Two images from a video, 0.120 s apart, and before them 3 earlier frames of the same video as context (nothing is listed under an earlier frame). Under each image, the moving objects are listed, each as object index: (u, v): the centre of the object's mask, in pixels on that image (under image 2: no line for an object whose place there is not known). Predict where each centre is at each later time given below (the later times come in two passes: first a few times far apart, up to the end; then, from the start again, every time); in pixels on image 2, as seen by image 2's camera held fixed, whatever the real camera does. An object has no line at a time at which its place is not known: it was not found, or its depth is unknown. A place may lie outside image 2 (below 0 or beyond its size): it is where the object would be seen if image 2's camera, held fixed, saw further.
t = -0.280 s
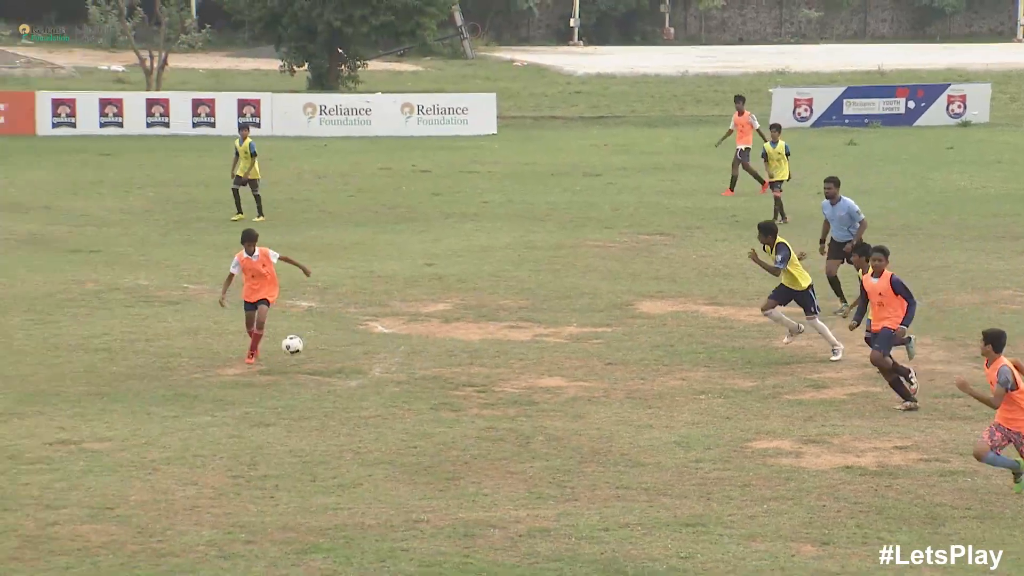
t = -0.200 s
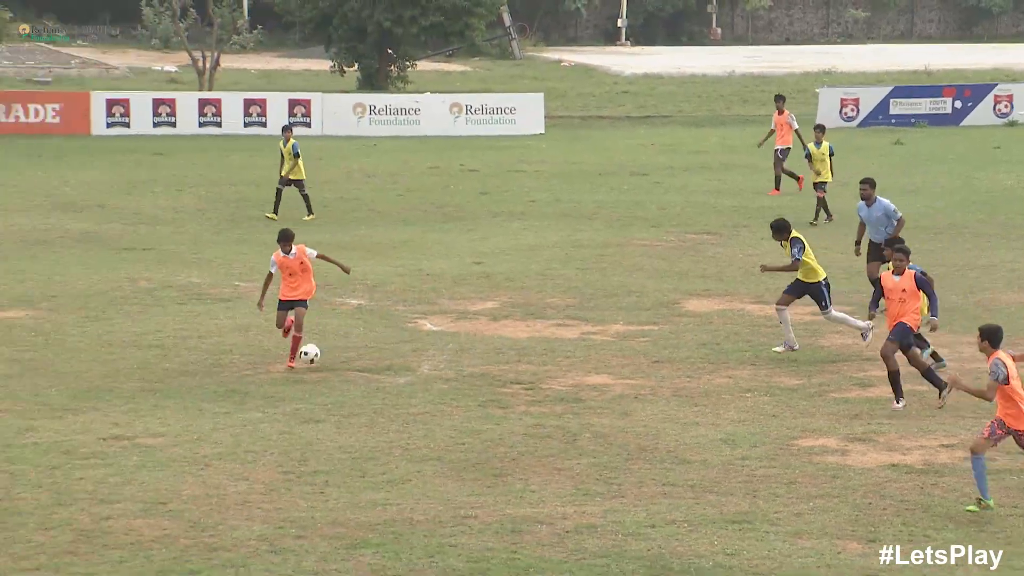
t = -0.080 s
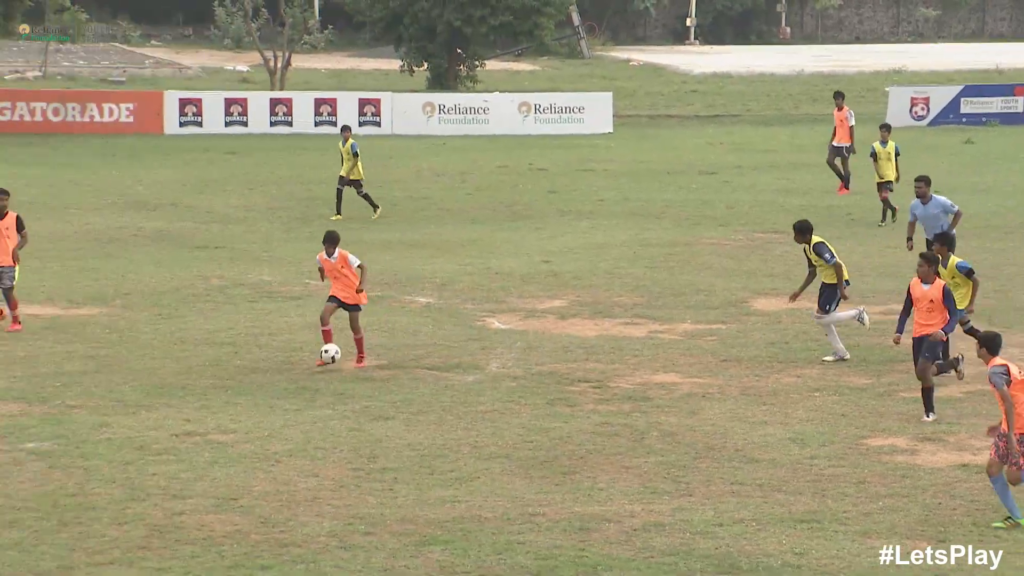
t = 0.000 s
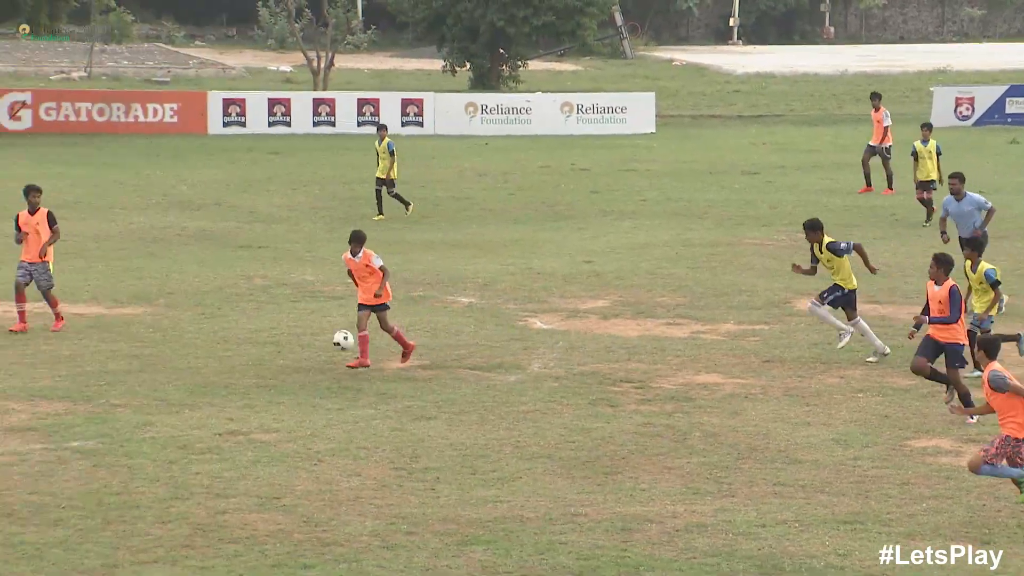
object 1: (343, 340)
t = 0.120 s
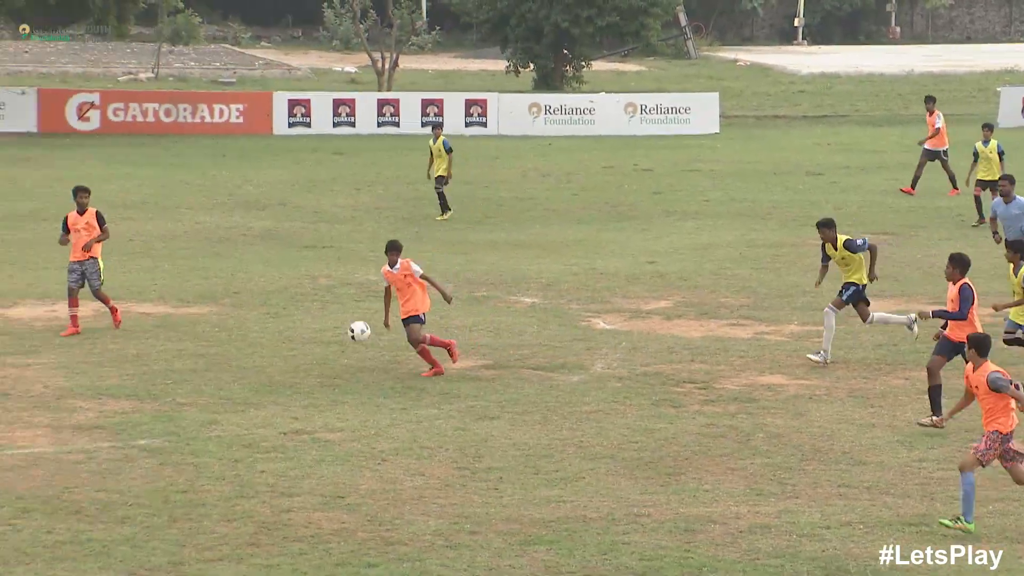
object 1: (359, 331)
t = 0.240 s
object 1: (304, 339)
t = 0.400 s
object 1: (223, 373)
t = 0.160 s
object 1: (341, 332)
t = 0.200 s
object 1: (322, 335)
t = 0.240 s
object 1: (304, 339)
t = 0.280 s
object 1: (285, 344)
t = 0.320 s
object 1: (265, 352)
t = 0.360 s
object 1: (244, 361)
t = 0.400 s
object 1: (223, 373)
